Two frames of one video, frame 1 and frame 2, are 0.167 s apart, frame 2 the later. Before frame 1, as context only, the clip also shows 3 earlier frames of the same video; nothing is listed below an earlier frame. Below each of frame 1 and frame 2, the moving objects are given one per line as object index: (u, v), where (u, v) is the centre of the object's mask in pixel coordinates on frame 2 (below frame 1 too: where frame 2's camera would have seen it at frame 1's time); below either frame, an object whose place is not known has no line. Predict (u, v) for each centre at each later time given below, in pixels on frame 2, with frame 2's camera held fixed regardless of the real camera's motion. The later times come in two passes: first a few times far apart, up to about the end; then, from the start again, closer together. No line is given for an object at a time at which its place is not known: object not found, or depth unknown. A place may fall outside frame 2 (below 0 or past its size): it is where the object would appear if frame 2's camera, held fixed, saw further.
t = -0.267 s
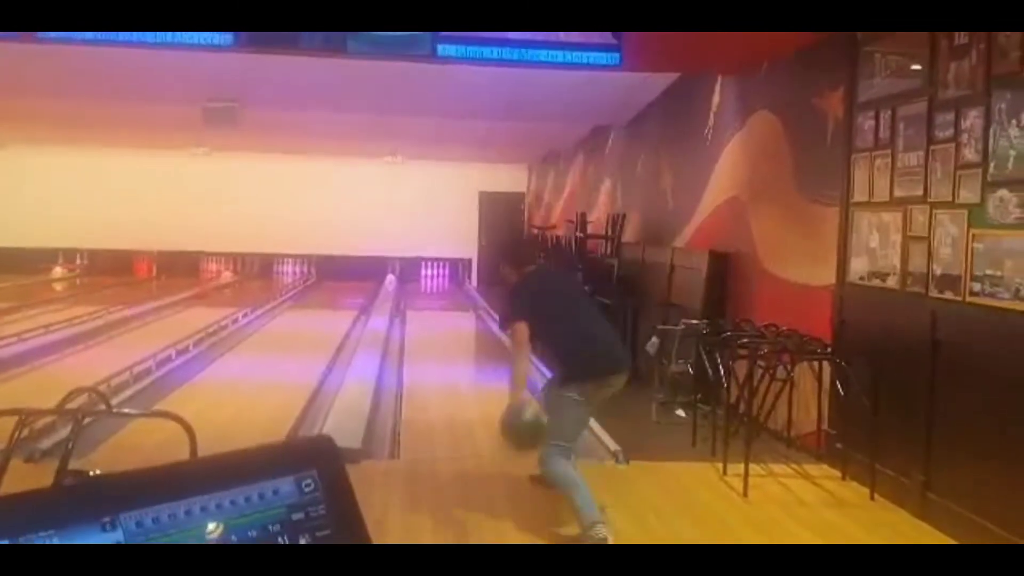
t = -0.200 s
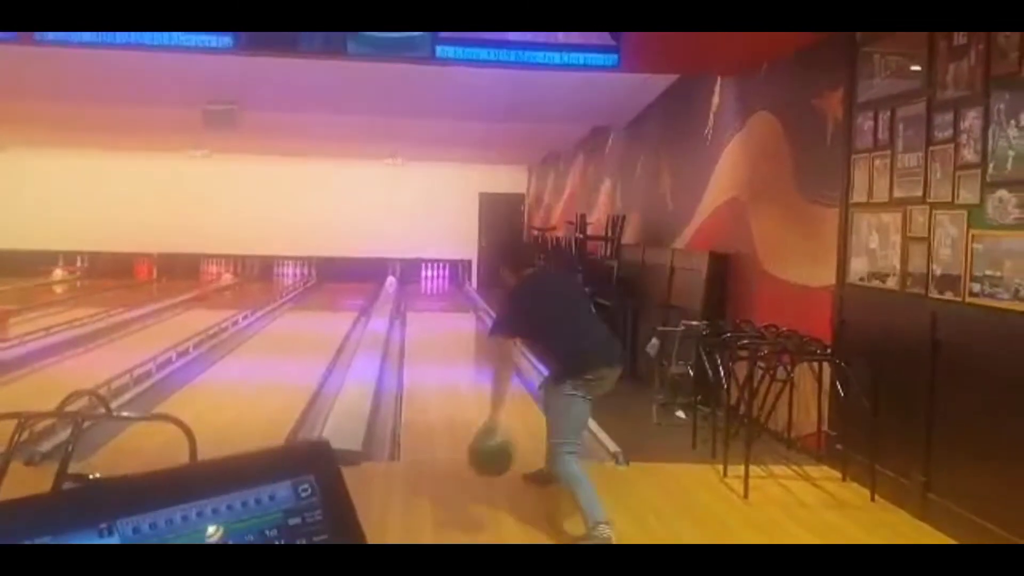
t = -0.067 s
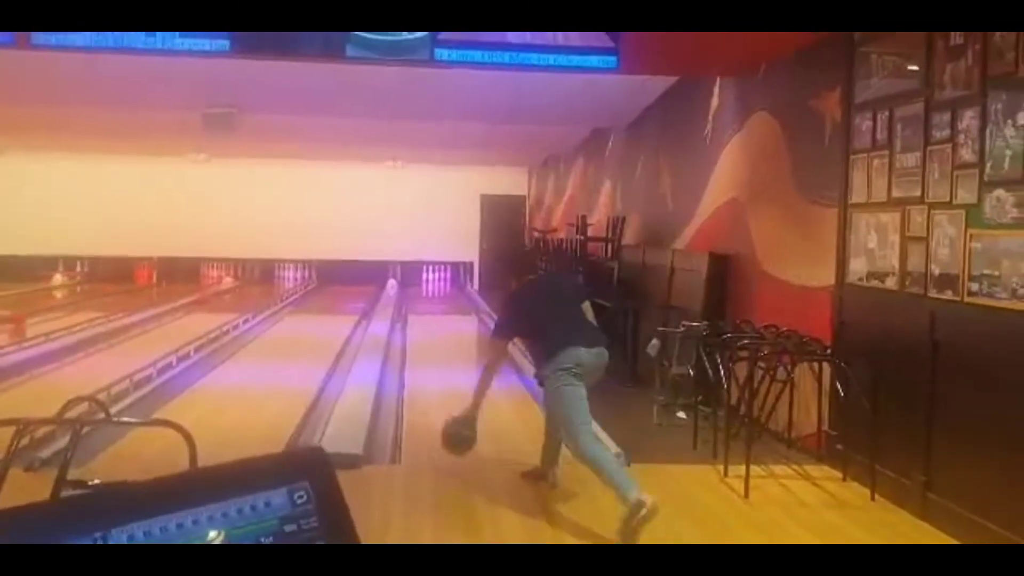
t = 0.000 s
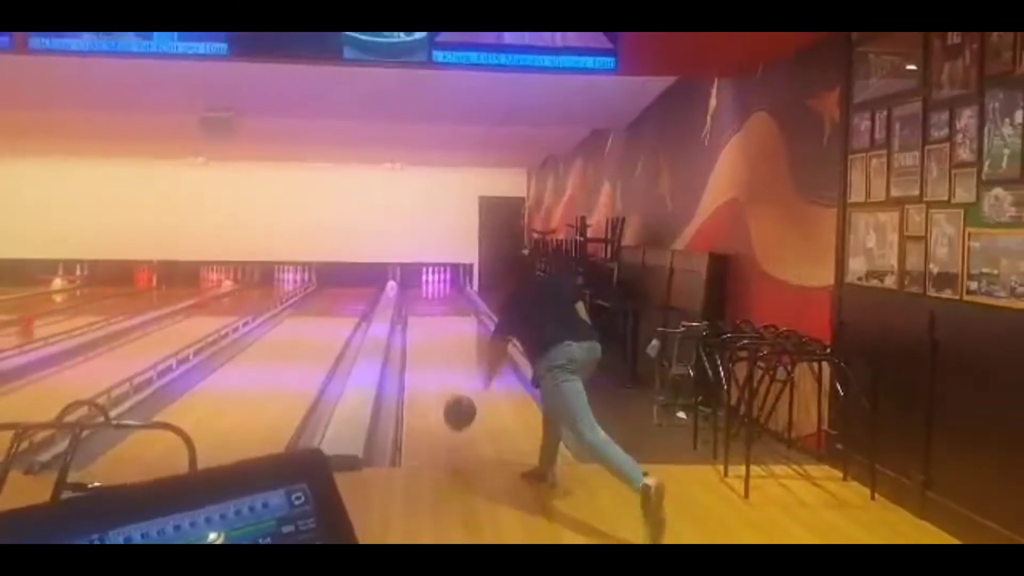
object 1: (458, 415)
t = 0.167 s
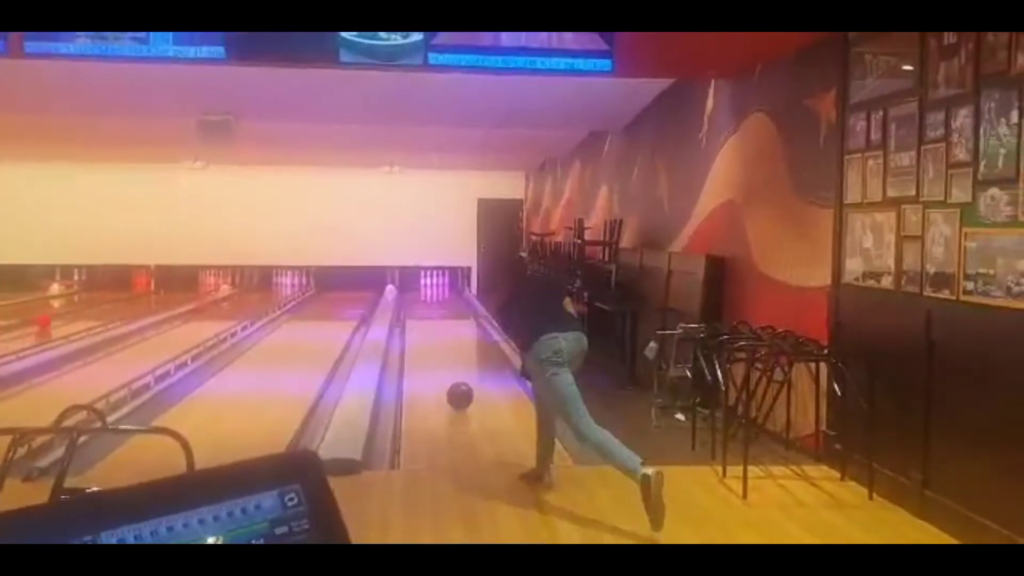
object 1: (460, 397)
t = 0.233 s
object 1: (461, 386)
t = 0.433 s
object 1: (462, 359)
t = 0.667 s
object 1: (463, 338)
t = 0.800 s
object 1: (464, 329)
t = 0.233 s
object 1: (461, 386)
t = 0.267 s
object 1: (461, 380)
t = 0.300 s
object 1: (461, 376)
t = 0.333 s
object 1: (461, 371)
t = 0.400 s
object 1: (462, 363)
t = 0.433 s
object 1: (462, 359)
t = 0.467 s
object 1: (462, 356)
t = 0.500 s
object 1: (462, 352)
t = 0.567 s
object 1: (463, 346)
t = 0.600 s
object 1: (463, 343)
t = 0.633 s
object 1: (463, 340)
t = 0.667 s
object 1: (463, 338)
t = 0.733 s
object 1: (463, 333)
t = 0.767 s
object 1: (464, 331)
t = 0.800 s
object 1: (464, 329)
